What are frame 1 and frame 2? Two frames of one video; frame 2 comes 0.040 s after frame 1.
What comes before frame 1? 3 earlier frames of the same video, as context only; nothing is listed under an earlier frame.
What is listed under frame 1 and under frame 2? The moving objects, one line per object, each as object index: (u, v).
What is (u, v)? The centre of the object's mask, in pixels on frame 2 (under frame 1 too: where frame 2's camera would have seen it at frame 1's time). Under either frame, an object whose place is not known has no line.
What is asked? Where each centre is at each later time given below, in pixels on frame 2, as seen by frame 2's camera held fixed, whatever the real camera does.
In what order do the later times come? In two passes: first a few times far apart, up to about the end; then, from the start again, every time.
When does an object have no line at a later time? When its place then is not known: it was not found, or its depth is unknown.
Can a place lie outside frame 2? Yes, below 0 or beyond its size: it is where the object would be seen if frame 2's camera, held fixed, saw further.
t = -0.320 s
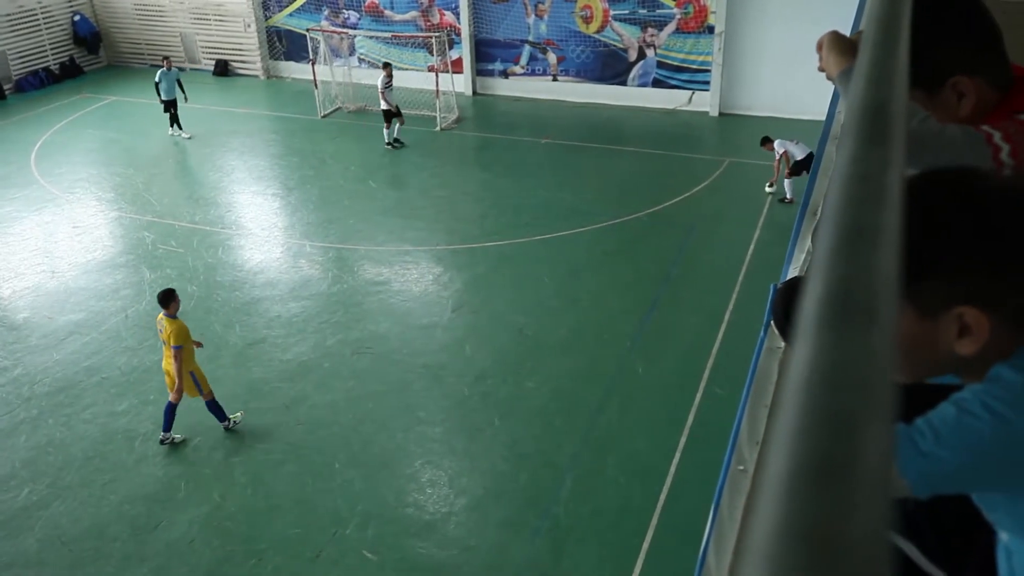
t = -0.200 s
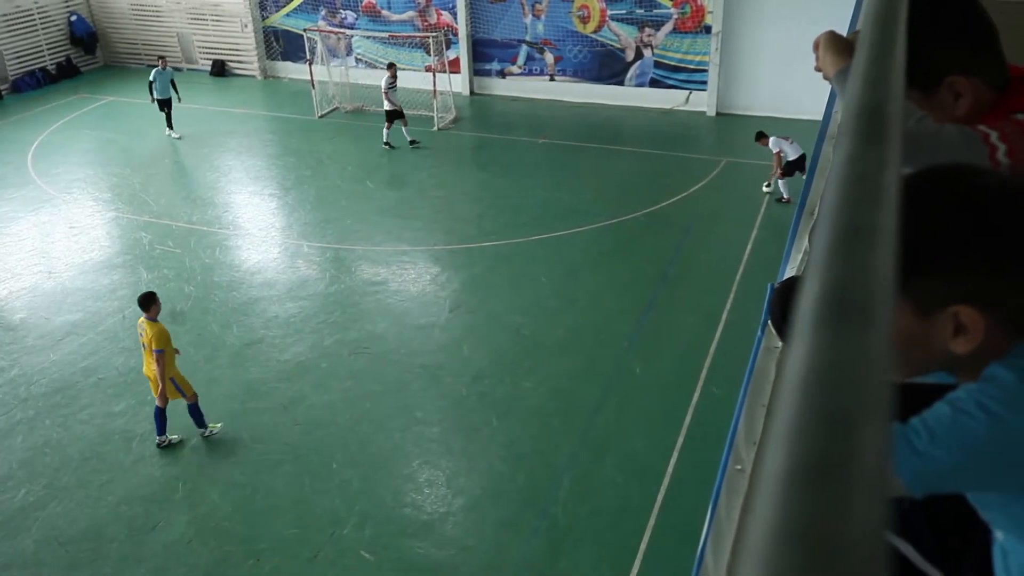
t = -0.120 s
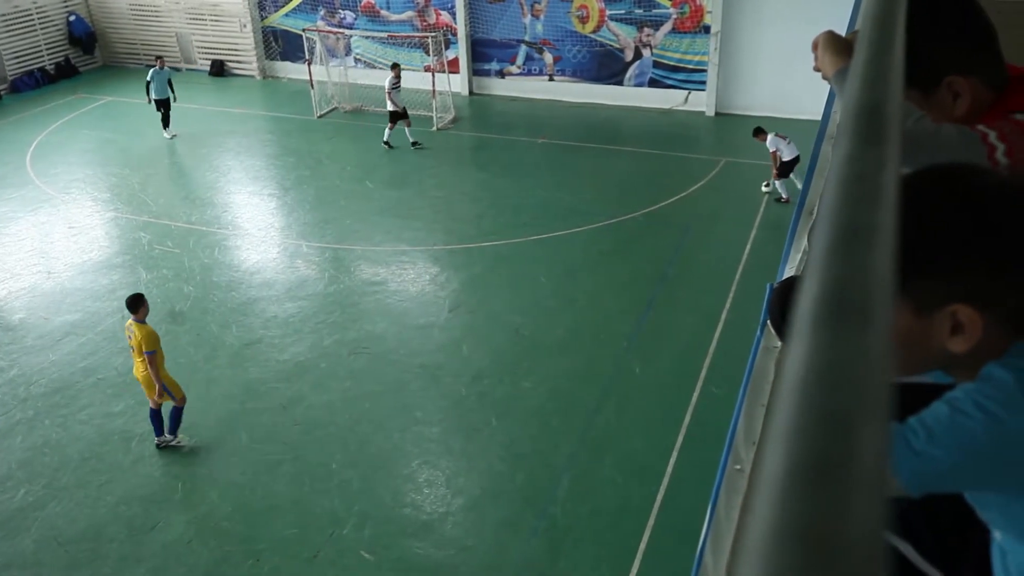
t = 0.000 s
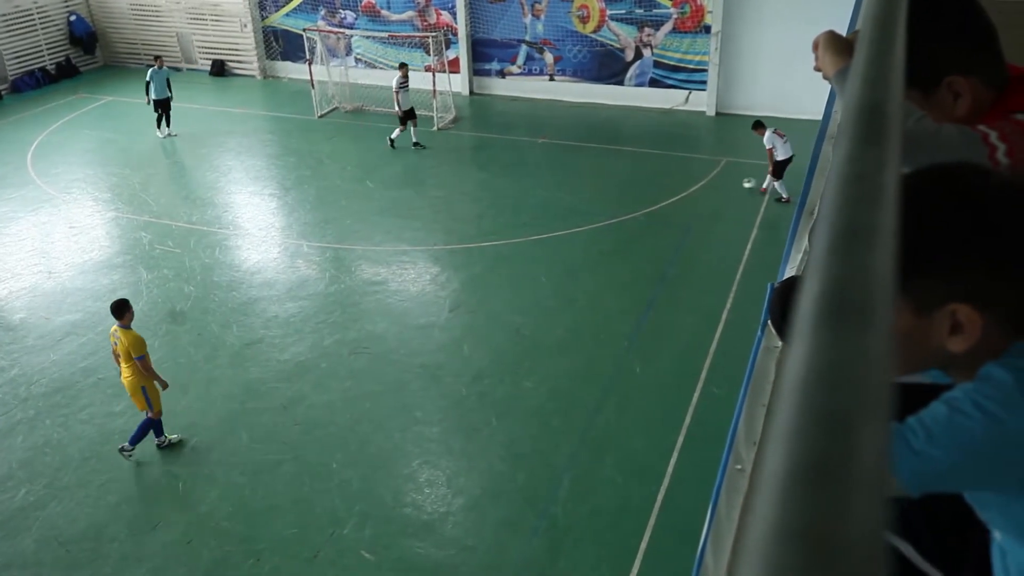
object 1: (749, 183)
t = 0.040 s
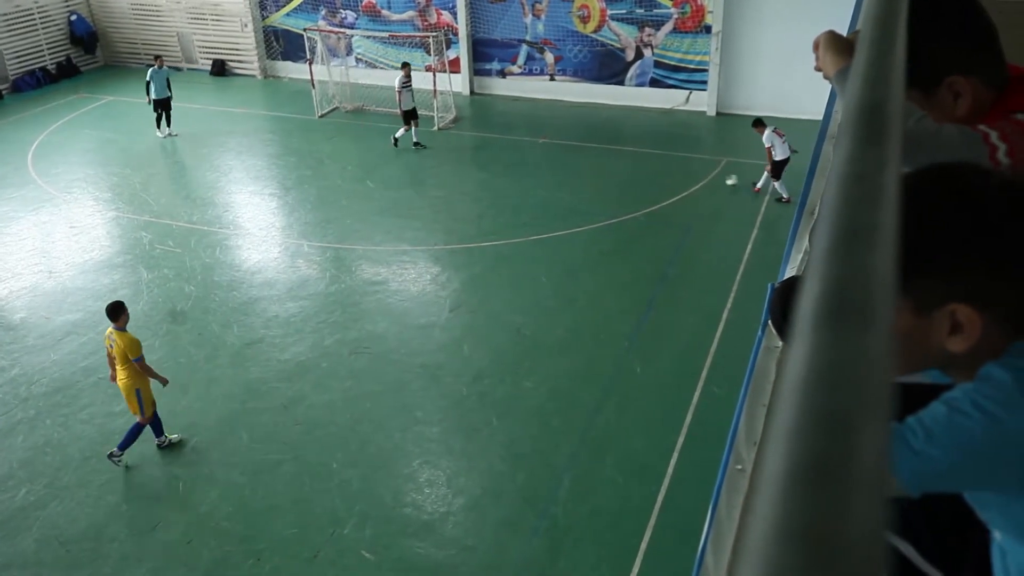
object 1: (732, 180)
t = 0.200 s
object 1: (666, 175)
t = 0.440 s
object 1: (590, 167)
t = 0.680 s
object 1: (531, 160)
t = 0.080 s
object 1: (714, 178)
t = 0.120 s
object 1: (696, 177)
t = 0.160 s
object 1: (680, 177)
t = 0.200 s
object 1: (666, 175)
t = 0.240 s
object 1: (652, 173)
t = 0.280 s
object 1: (638, 172)
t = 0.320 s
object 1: (625, 171)
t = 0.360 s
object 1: (613, 169)
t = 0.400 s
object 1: (601, 168)
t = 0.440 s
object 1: (590, 167)
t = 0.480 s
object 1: (580, 166)
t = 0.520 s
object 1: (569, 164)
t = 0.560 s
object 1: (560, 163)
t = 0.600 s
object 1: (551, 162)
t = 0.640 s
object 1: (541, 161)
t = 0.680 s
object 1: (531, 160)
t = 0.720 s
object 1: (522, 159)
